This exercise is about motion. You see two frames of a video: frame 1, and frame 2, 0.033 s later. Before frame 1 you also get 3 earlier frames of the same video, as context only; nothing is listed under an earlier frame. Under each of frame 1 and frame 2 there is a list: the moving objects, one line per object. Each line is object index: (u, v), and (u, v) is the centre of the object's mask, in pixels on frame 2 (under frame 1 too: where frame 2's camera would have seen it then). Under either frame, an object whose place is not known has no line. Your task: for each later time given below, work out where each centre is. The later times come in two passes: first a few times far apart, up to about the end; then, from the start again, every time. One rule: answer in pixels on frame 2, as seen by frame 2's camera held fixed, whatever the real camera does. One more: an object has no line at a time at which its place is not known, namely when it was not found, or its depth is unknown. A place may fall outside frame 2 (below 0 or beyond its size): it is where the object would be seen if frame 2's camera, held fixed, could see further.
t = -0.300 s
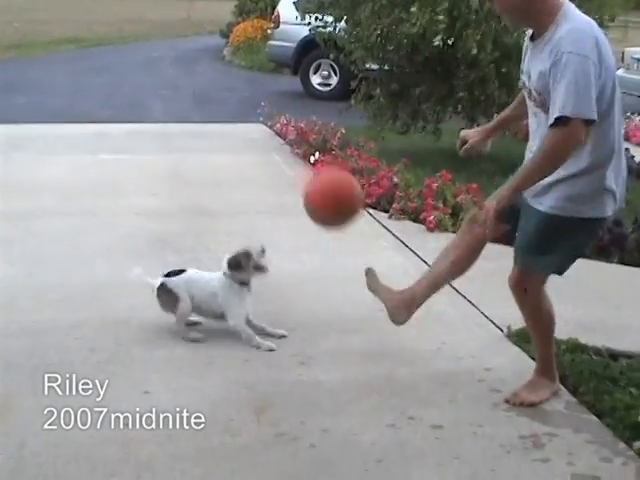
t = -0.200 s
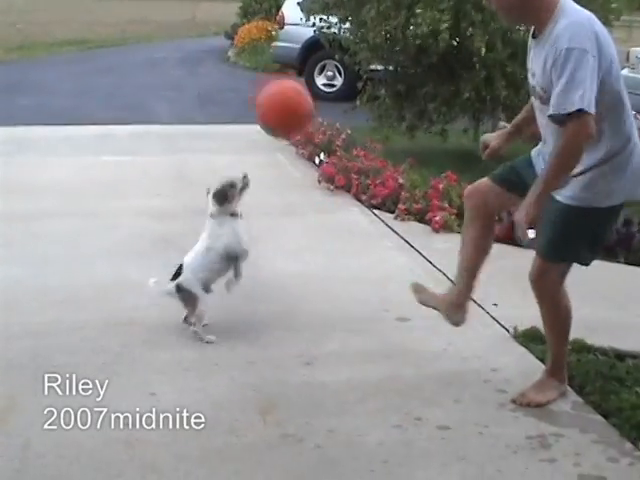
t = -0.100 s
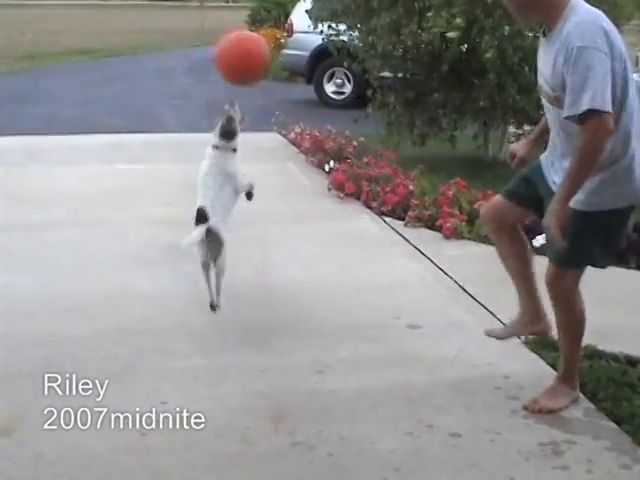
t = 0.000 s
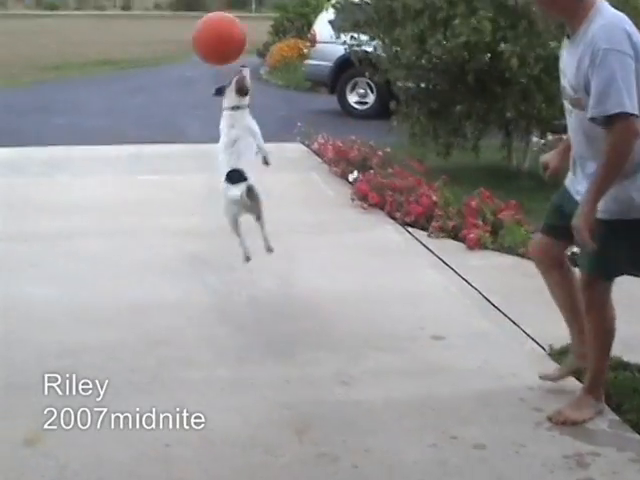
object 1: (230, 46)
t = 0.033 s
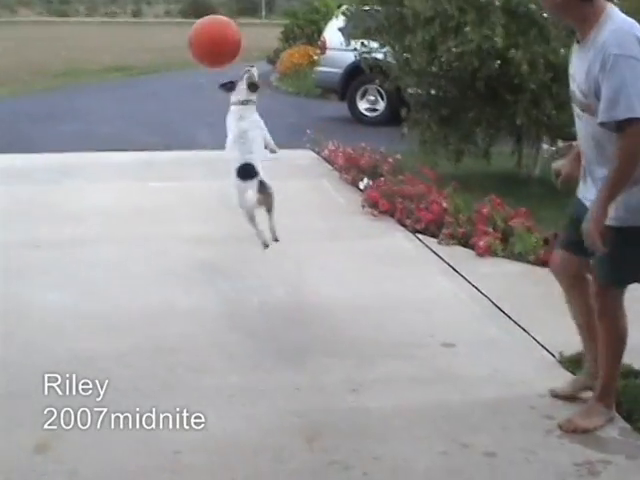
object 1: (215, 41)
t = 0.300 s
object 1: (115, 89)
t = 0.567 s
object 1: (37, 237)
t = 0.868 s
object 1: (-5, 113)
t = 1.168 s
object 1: (-39, 126)
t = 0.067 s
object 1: (200, 39)
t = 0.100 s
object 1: (186, 40)
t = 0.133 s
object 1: (173, 43)
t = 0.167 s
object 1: (160, 48)
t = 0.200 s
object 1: (148, 55)
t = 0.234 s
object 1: (137, 65)
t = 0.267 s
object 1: (127, 77)
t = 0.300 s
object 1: (115, 89)
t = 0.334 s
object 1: (104, 103)
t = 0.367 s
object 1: (93, 118)
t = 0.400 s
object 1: (84, 136)
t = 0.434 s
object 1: (74, 154)
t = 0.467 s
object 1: (64, 174)
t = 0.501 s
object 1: (55, 194)
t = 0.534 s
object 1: (46, 215)
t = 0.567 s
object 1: (37, 237)
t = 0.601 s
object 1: (32, 226)
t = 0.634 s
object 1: (26, 205)
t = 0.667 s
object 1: (21, 186)
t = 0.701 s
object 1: (17, 169)
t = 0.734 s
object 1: (12, 154)
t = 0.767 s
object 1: (8, 141)
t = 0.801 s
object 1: (5, 129)
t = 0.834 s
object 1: (0, 120)
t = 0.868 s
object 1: (-5, 113)
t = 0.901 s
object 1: (-9, 108)
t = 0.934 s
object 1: (-14, 104)
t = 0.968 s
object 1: (-18, 103)
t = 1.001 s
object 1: (-22, 102)
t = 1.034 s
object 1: (-26, 104)
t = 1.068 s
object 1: (-30, 107)
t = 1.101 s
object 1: (-33, 112)
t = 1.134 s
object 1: (-35, 118)
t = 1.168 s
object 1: (-39, 126)
